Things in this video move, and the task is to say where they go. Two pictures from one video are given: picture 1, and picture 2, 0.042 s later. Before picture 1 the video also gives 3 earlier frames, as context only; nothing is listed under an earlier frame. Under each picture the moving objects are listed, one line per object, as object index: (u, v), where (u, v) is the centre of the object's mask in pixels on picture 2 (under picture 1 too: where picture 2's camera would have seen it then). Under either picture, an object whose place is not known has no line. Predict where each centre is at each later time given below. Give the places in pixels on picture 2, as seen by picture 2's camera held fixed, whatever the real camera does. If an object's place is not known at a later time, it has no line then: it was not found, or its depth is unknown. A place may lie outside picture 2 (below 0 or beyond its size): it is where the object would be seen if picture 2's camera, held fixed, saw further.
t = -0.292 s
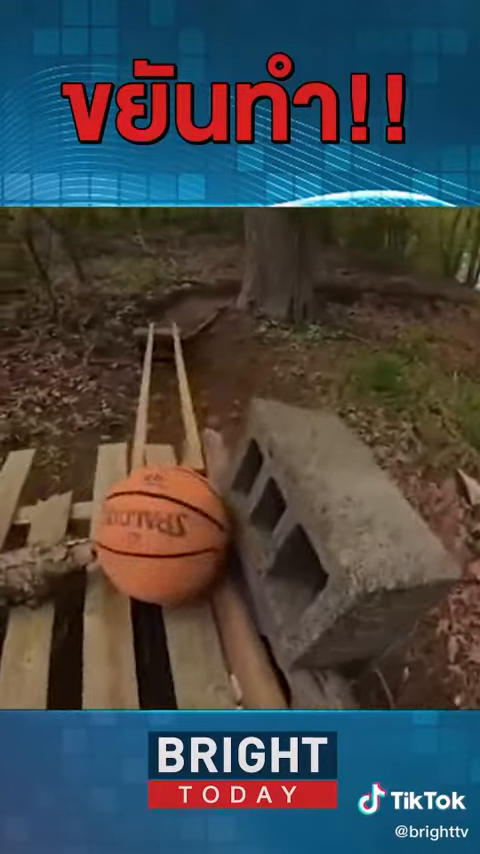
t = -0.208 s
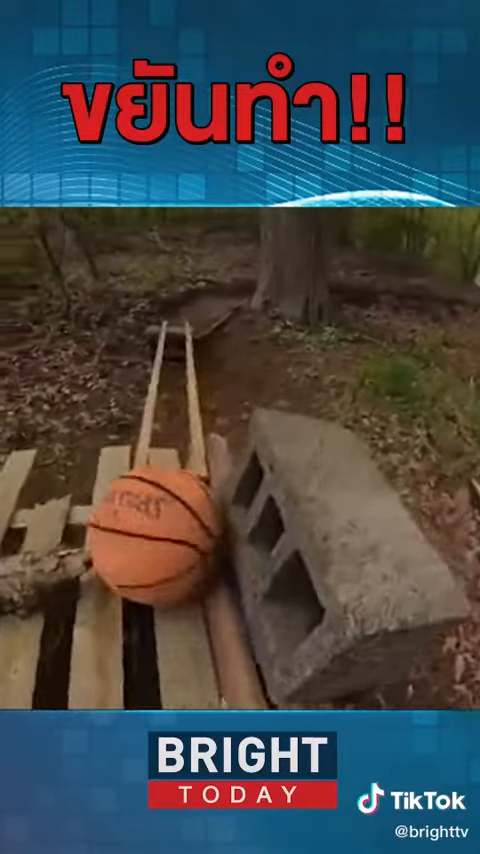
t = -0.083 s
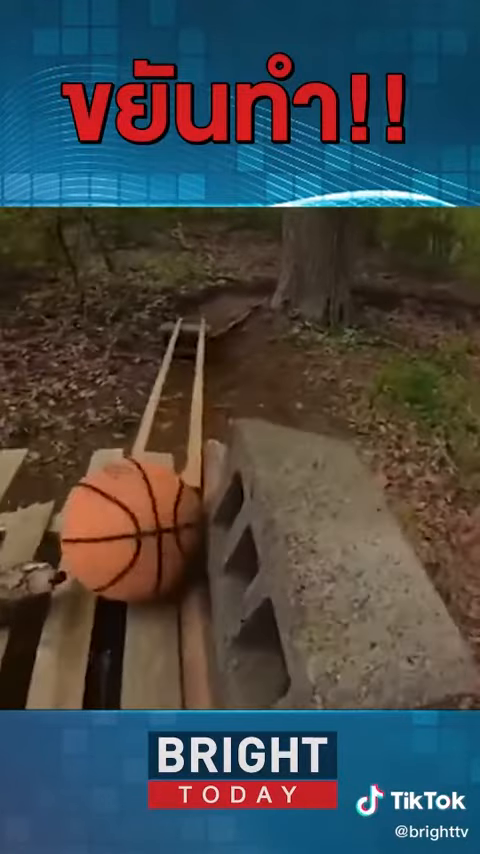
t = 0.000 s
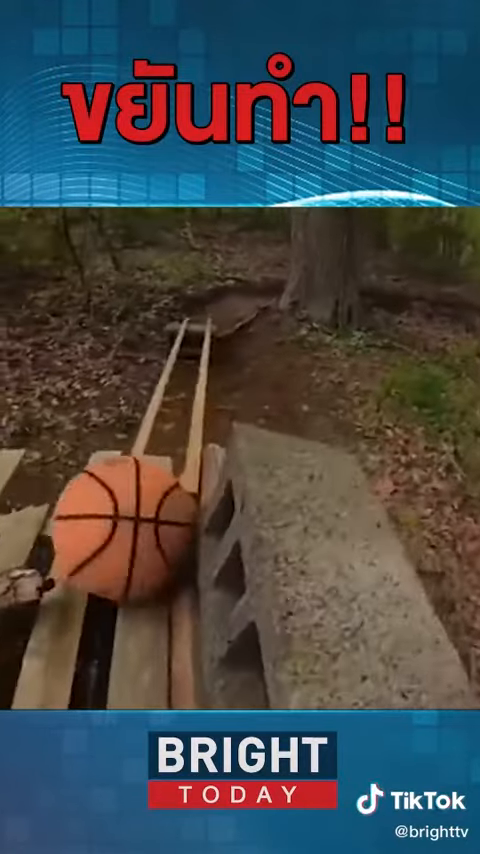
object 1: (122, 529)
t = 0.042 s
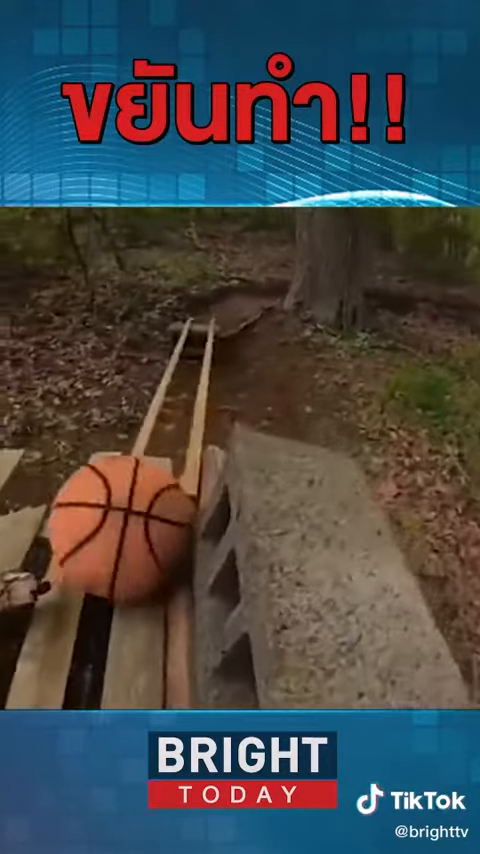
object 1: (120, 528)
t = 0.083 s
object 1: (119, 527)
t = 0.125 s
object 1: (117, 523)
